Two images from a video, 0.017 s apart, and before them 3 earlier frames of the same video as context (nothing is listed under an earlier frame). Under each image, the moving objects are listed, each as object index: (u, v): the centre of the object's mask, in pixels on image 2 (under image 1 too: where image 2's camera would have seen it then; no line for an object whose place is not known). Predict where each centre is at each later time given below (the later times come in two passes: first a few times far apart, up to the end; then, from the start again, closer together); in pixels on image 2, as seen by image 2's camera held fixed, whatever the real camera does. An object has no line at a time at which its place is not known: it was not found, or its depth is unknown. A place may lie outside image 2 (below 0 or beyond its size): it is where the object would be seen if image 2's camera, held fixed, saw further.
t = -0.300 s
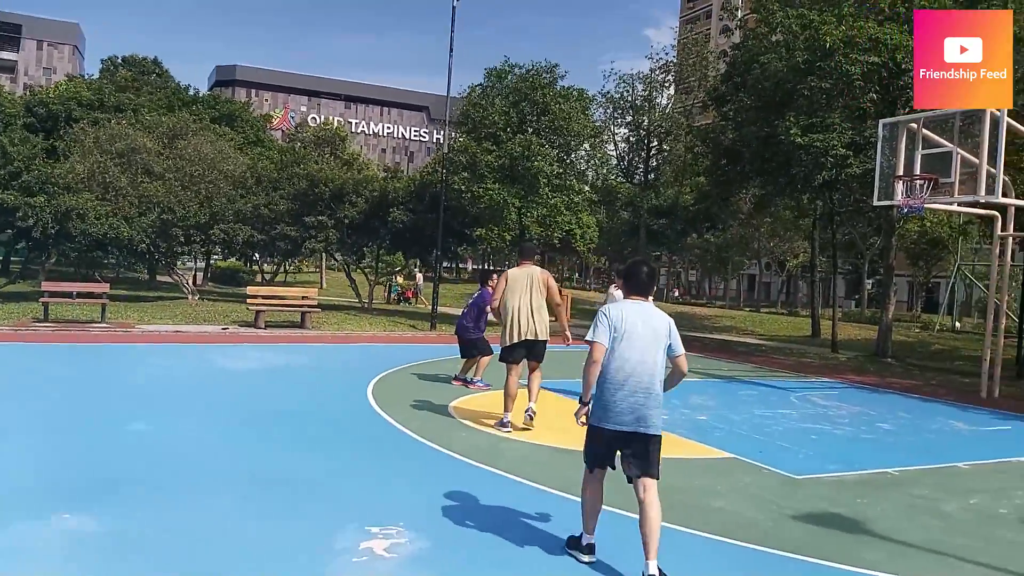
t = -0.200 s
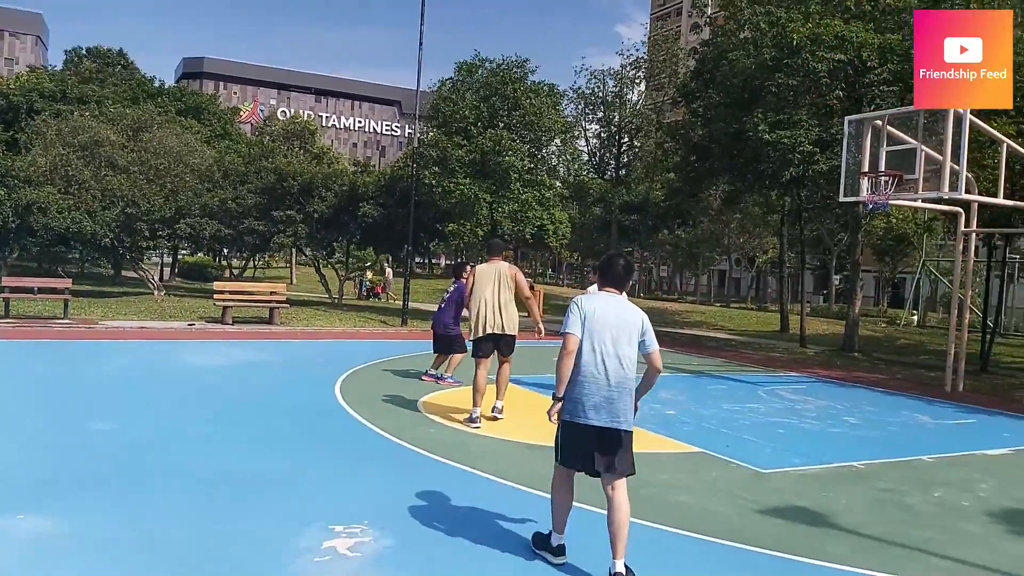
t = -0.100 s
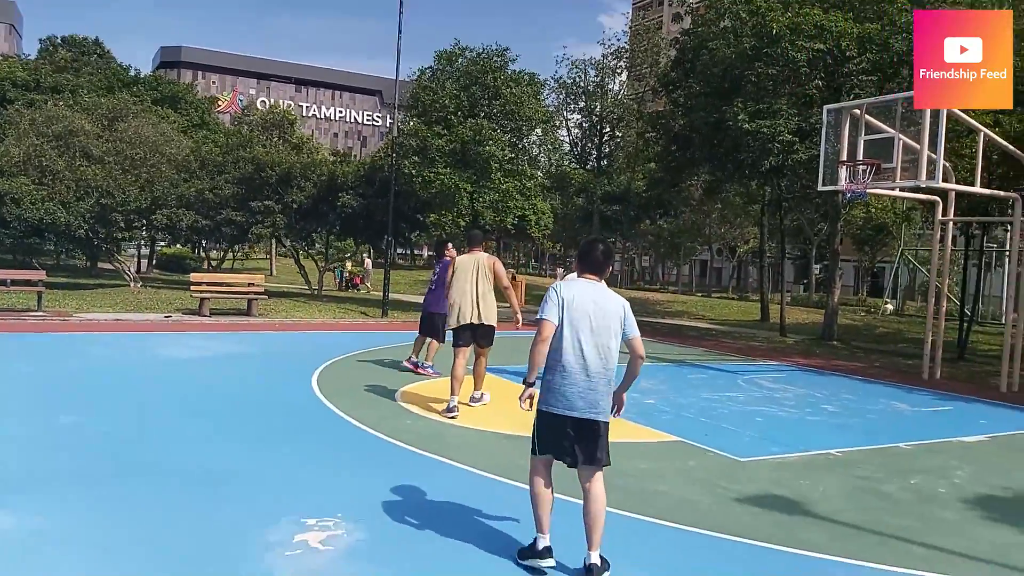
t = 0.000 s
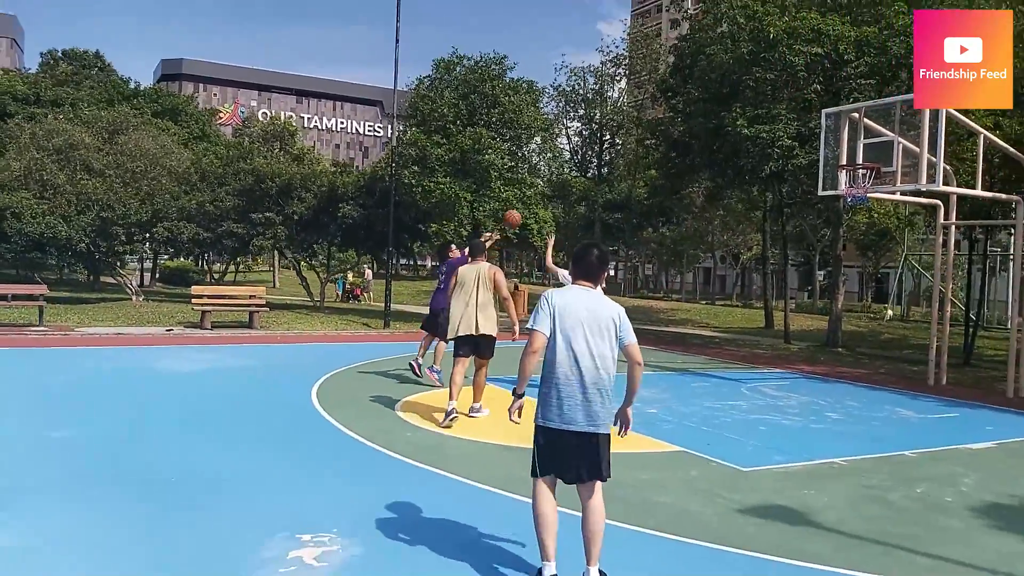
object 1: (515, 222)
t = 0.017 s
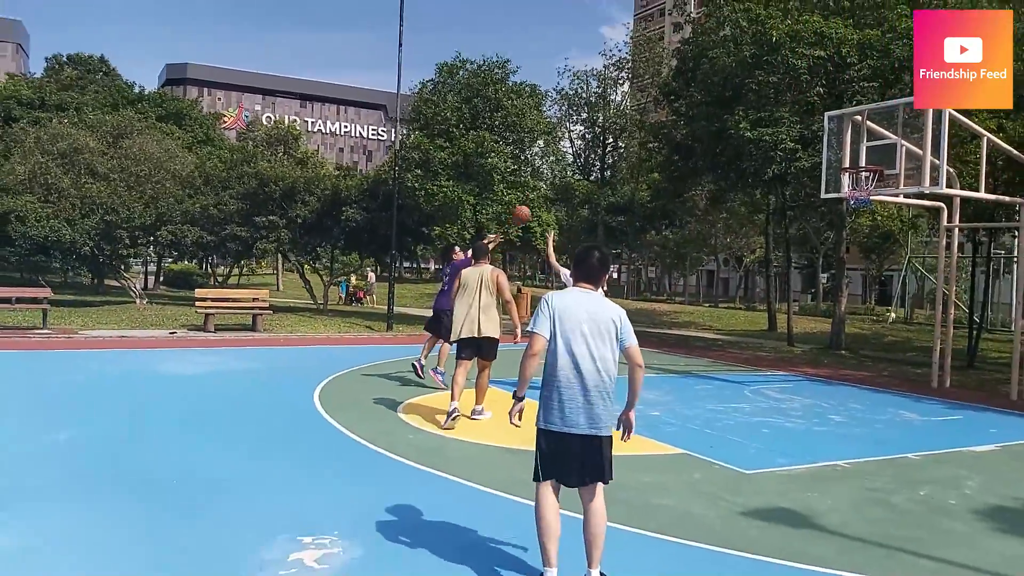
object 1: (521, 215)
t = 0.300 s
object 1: (634, 129)
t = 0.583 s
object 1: (742, 107)
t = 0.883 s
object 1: (849, 148)
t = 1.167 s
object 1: (820, 140)
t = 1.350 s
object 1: (787, 147)
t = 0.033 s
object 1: (528, 208)
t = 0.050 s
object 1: (535, 202)
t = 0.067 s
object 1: (542, 195)
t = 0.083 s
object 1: (549, 189)
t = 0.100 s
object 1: (556, 183)
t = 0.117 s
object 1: (562, 176)
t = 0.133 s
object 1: (568, 172)
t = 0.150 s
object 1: (575, 167)
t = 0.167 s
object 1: (582, 161)
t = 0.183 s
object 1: (588, 156)
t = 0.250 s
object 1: (614, 139)
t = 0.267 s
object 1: (622, 135)
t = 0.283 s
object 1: (628, 132)
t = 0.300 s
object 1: (634, 129)
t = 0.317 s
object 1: (640, 126)
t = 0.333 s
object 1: (647, 123)
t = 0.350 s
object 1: (653, 122)
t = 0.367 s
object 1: (659, 118)
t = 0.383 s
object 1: (666, 115)
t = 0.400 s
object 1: (674, 114)
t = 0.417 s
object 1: (680, 112)
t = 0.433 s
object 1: (687, 111)
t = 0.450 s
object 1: (692, 110)
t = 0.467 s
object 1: (699, 108)
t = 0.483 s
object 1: (705, 106)
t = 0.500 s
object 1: (711, 106)
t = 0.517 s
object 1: (717, 106)
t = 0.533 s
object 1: (724, 105)
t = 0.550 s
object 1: (730, 106)
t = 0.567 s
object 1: (736, 106)
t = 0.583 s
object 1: (742, 107)
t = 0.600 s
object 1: (748, 107)
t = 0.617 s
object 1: (755, 108)
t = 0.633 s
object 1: (761, 108)
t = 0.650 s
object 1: (767, 109)
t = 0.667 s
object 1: (772, 111)
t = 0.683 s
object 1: (778, 112)
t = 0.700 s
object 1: (785, 115)
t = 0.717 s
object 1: (790, 117)
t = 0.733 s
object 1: (797, 117)
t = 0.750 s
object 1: (803, 119)
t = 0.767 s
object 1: (809, 124)
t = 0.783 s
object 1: (814, 127)
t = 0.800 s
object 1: (820, 130)
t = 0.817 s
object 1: (826, 133)
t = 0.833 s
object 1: (833, 136)
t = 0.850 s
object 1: (839, 140)
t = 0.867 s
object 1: (845, 144)
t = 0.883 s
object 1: (849, 148)
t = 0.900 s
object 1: (855, 152)
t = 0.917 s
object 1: (853, 156)
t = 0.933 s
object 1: (849, 159)
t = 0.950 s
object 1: (847, 161)
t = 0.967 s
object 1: (845, 161)
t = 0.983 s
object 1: (844, 159)
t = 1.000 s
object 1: (841, 156)
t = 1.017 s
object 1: (840, 152)
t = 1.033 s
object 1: (837, 151)
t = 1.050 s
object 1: (836, 149)
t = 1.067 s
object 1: (833, 147)
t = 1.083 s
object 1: (831, 146)
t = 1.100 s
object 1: (828, 144)
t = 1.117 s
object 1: (826, 143)
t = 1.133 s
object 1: (823, 141)
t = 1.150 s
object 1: (822, 140)
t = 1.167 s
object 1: (820, 140)
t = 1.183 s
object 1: (817, 140)
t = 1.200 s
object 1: (815, 139)
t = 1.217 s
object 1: (812, 138)
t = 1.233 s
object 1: (808, 139)
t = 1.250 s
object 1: (805, 139)
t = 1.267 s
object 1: (802, 141)
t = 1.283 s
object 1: (800, 141)
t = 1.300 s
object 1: (796, 142)
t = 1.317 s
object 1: (794, 143)
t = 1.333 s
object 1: (789, 144)
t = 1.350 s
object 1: (787, 147)
